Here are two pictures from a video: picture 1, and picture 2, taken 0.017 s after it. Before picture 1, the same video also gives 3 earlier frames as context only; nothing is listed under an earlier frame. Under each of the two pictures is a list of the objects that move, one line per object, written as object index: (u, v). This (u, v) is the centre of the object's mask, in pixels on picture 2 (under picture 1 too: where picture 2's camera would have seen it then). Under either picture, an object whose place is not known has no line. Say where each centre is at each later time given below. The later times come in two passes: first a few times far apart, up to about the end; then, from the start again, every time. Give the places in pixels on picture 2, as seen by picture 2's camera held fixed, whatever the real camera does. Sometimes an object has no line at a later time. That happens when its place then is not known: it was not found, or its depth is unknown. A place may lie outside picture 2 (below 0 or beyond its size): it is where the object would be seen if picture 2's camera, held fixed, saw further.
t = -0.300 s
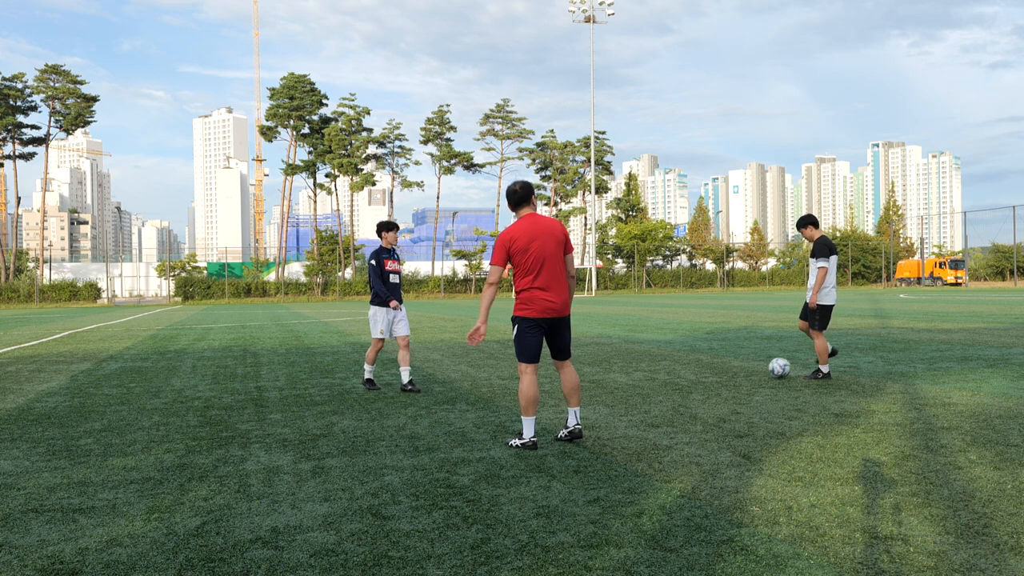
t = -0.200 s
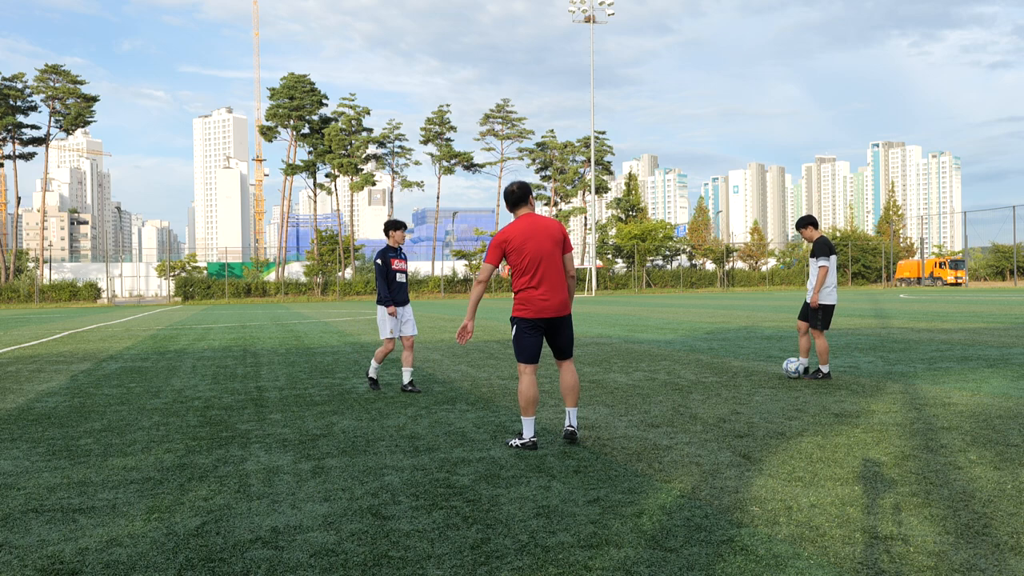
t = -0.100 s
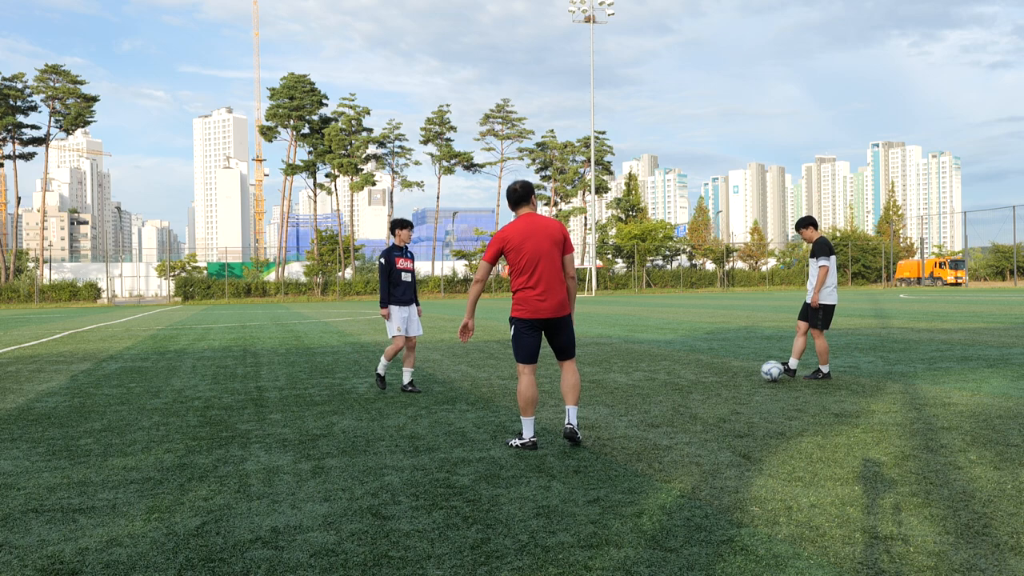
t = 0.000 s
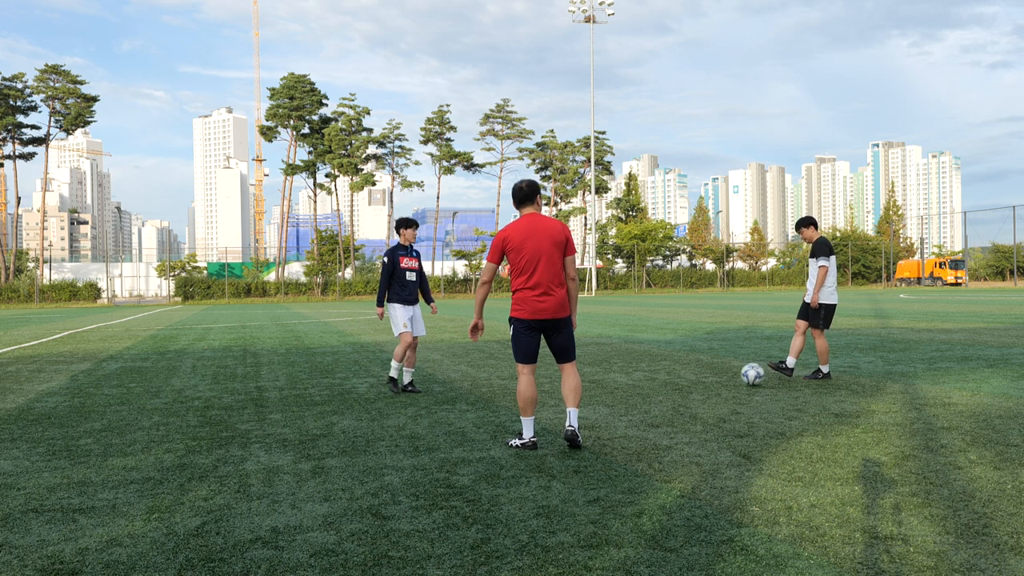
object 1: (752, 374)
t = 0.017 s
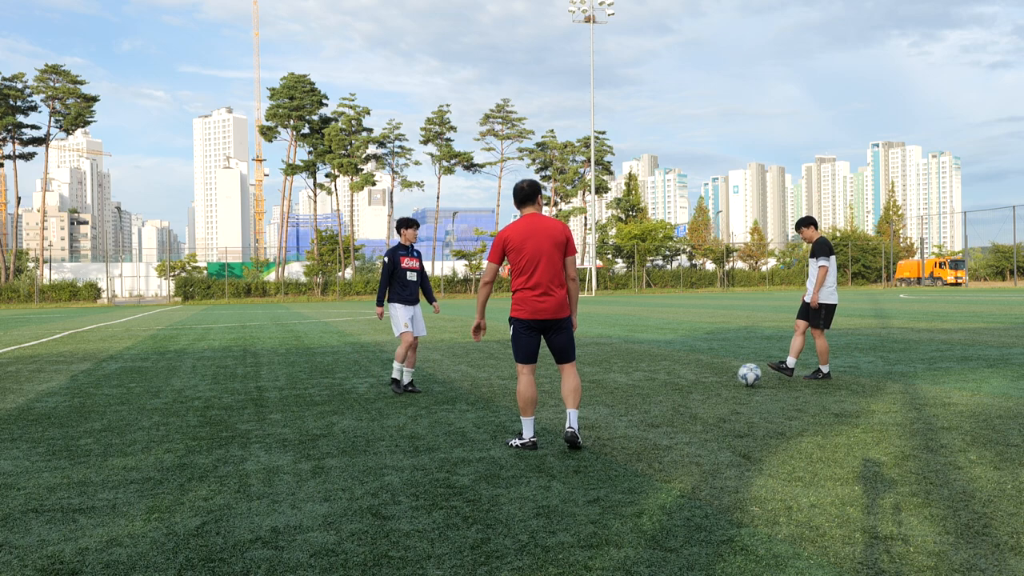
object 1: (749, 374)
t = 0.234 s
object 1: (715, 381)
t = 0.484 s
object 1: (683, 389)
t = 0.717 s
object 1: (651, 400)
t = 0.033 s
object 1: (746, 375)
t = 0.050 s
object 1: (743, 376)
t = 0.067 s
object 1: (740, 377)
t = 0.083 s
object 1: (737, 378)
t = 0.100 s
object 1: (734, 378)
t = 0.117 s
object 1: (732, 378)
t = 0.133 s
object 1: (729, 379)
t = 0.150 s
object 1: (727, 379)
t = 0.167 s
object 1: (724, 380)
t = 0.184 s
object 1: (722, 381)
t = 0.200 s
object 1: (720, 382)
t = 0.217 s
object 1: (718, 381)
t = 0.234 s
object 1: (715, 381)
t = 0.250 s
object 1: (713, 381)
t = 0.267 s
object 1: (711, 381)
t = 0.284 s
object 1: (709, 382)
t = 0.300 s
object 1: (707, 383)
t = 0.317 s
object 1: (705, 384)
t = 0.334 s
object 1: (703, 386)
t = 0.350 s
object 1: (701, 386)
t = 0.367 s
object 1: (698, 386)
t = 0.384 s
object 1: (696, 386)
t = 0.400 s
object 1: (694, 387)
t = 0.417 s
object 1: (692, 388)
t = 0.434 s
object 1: (690, 389)
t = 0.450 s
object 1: (687, 390)
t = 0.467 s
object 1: (685, 390)
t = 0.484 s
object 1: (683, 389)
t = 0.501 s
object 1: (681, 390)
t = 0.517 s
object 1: (678, 390)
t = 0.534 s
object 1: (676, 392)
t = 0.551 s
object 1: (674, 392)
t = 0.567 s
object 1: (672, 394)
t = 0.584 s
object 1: (669, 395)
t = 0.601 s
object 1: (667, 395)
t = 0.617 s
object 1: (665, 396)
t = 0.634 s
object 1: (662, 397)
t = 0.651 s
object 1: (660, 397)
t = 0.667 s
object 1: (658, 398)
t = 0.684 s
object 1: (656, 398)
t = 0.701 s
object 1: (654, 399)
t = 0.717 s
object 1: (651, 400)
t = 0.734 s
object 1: (649, 401)
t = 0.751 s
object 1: (647, 401)
